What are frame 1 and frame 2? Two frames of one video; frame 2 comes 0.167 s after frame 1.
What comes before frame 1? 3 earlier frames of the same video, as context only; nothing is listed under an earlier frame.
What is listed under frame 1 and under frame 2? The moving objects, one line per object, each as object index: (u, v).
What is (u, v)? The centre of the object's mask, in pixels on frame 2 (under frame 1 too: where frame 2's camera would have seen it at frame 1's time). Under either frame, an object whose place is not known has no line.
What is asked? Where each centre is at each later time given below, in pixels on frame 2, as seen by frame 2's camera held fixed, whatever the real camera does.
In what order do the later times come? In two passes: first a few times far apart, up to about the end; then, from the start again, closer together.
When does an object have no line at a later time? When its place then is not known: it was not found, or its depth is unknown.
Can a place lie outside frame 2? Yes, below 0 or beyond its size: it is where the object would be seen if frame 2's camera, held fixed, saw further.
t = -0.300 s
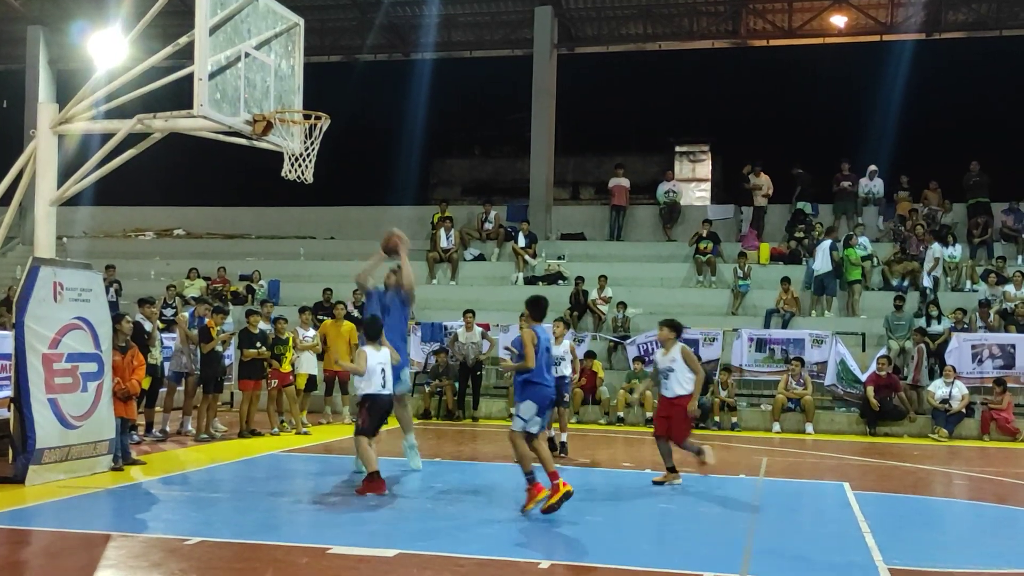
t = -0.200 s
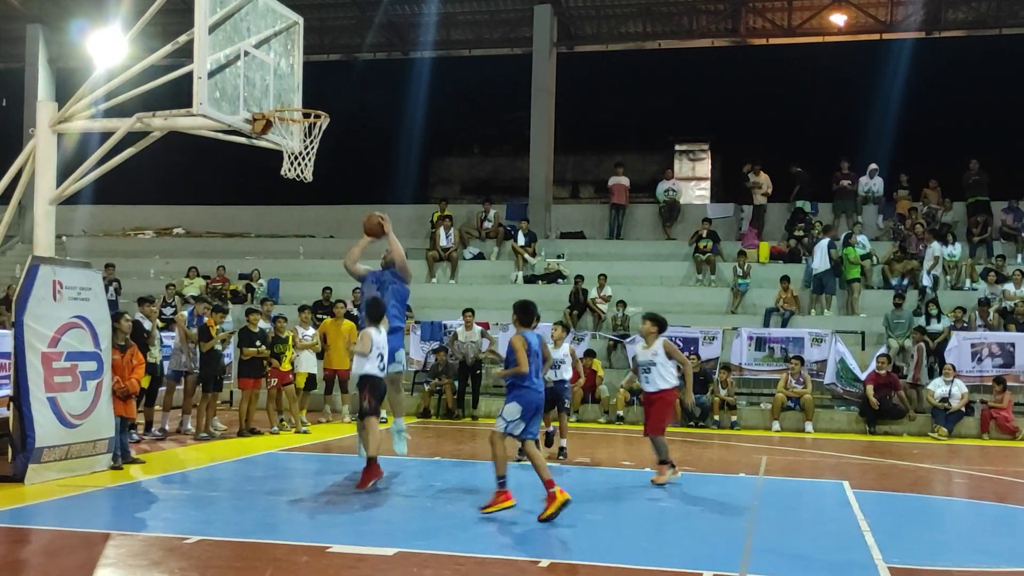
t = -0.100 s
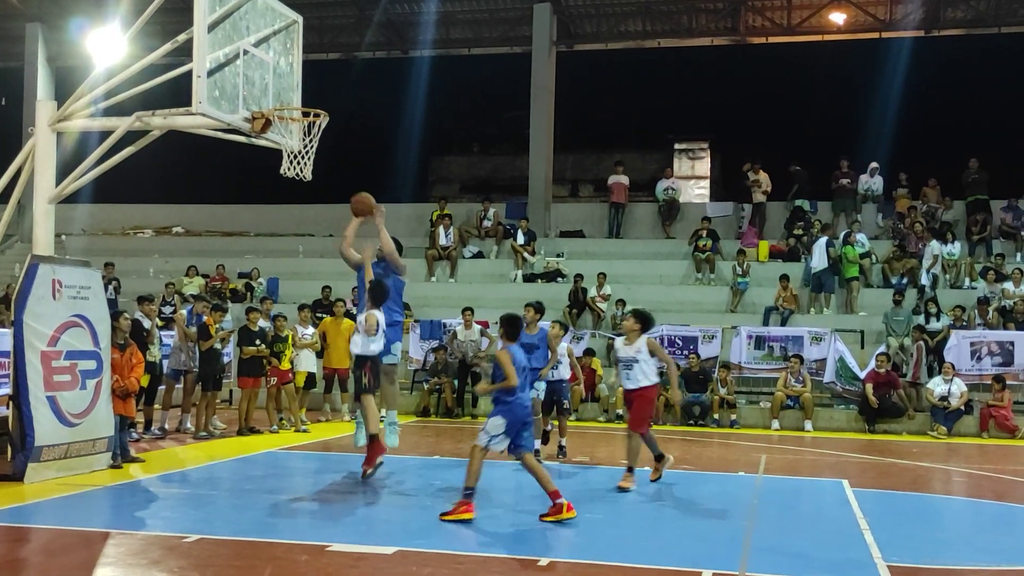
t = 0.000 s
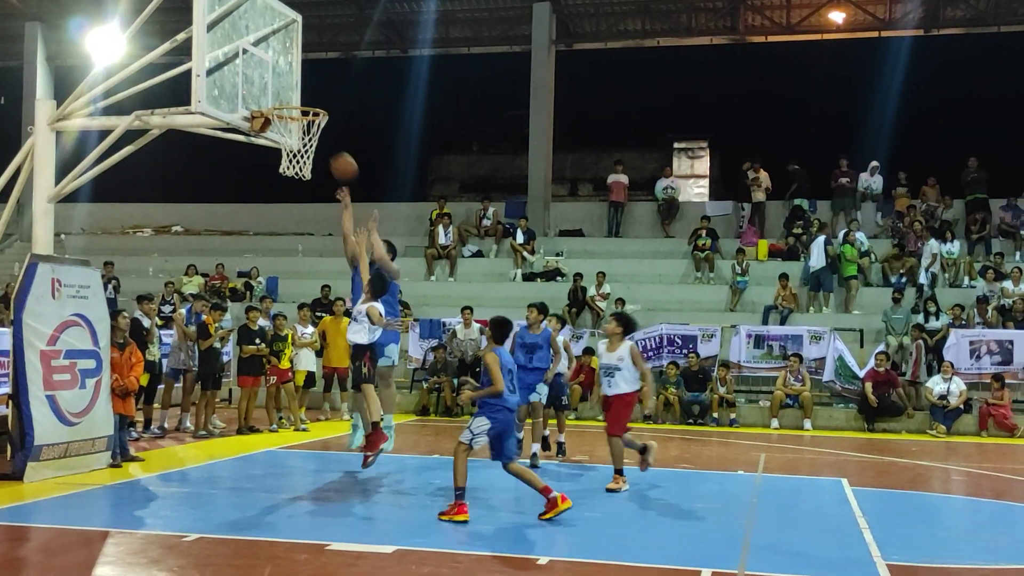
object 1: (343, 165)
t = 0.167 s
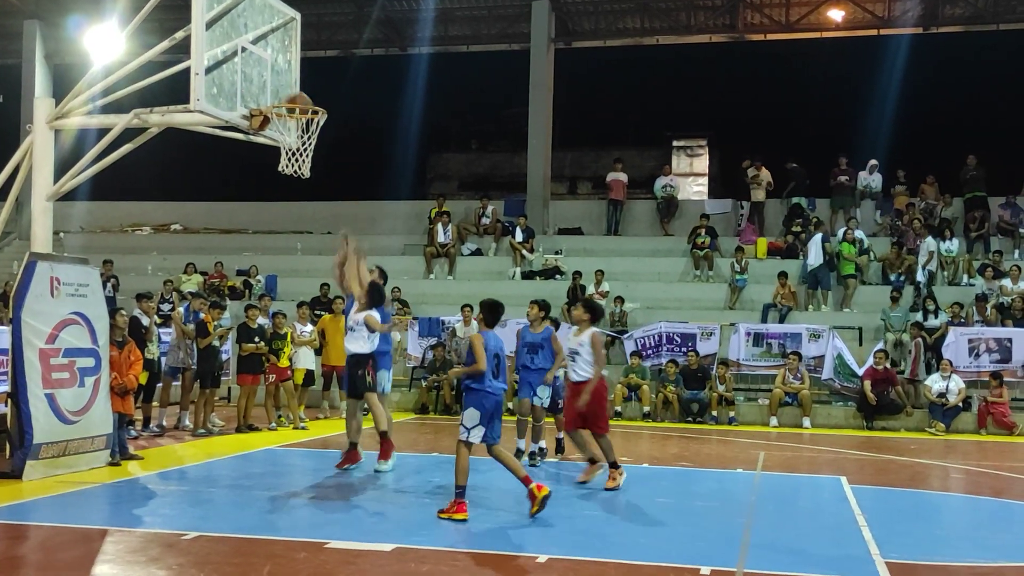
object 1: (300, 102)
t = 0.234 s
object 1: (299, 94)
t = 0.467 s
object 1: (316, 97)
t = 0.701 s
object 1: (302, 120)
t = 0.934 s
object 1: (293, 157)
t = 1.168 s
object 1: (286, 227)
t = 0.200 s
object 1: (296, 96)
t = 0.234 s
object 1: (299, 94)
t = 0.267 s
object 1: (301, 91)
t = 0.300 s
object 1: (304, 90)
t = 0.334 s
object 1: (306, 90)
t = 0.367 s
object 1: (309, 90)
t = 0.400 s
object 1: (311, 92)
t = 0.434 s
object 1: (313, 94)
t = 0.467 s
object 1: (316, 97)
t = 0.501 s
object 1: (315, 97)
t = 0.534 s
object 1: (314, 97)
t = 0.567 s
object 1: (312, 98)
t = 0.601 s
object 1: (309, 103)
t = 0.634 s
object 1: (307, 104)
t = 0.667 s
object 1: (305, 113)
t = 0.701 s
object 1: (302, 120)
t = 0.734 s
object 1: (299, 125)
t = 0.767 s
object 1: (298, 130)
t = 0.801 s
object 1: (296, 135)
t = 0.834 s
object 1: (295, 143)
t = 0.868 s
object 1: (294, 146)
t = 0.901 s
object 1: (293, 151)
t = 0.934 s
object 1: (293, 157)
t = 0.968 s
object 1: (292, 165)
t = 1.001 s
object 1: (291, 171)
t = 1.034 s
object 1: (290, 179)
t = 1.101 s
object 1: (289, 199)
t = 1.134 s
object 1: (288, 212)
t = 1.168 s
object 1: (286, 227)
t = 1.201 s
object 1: (286, 243)
